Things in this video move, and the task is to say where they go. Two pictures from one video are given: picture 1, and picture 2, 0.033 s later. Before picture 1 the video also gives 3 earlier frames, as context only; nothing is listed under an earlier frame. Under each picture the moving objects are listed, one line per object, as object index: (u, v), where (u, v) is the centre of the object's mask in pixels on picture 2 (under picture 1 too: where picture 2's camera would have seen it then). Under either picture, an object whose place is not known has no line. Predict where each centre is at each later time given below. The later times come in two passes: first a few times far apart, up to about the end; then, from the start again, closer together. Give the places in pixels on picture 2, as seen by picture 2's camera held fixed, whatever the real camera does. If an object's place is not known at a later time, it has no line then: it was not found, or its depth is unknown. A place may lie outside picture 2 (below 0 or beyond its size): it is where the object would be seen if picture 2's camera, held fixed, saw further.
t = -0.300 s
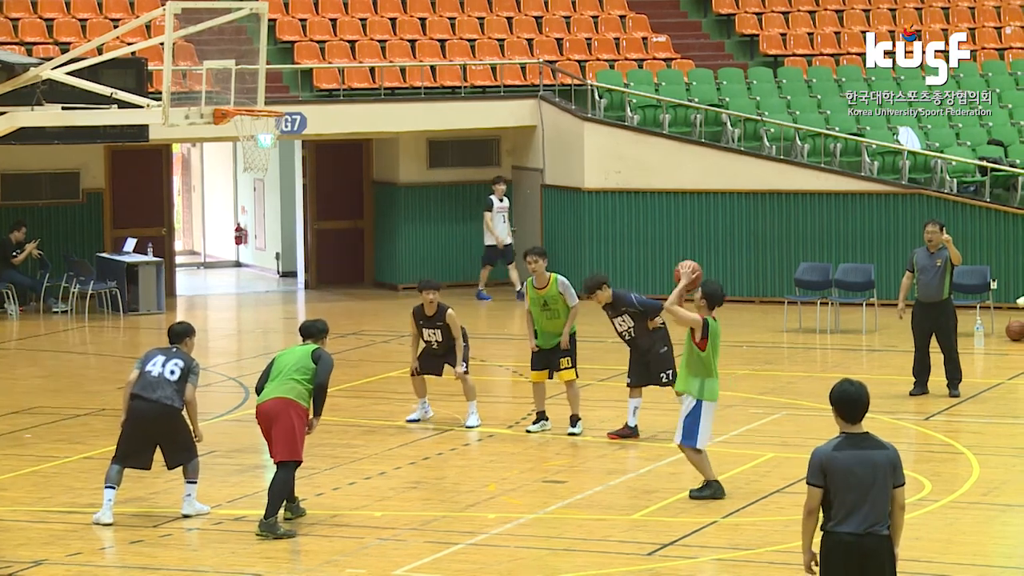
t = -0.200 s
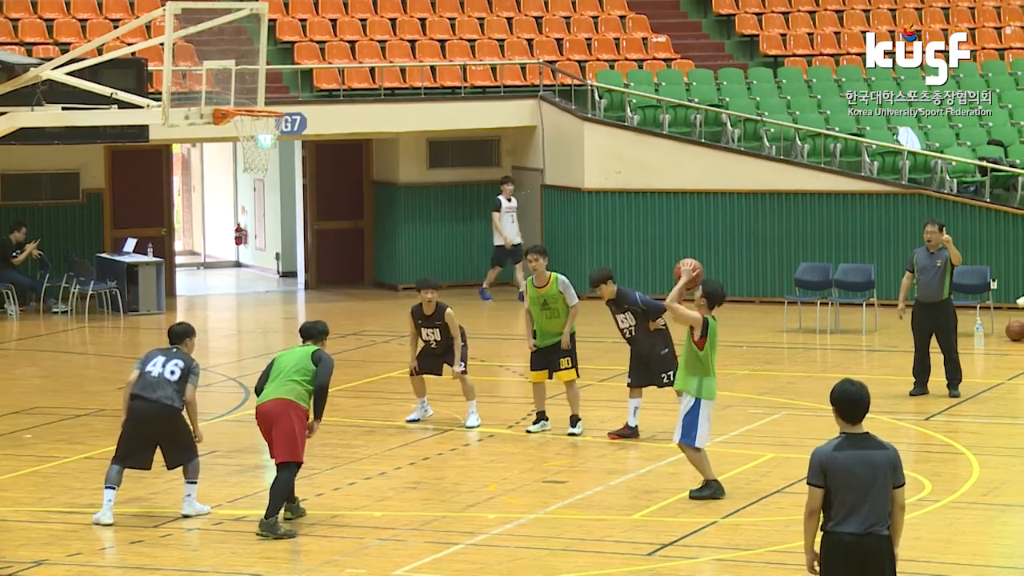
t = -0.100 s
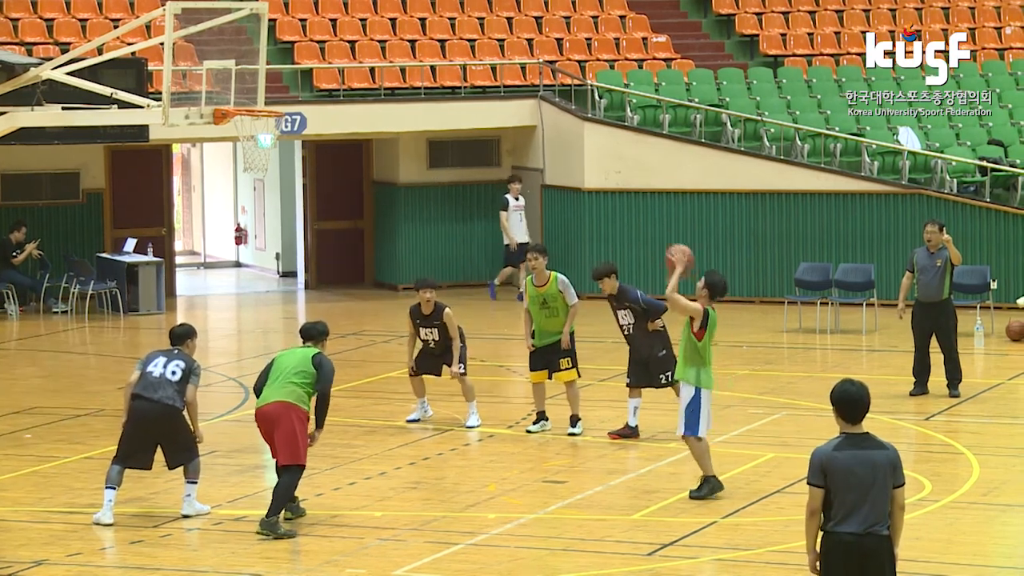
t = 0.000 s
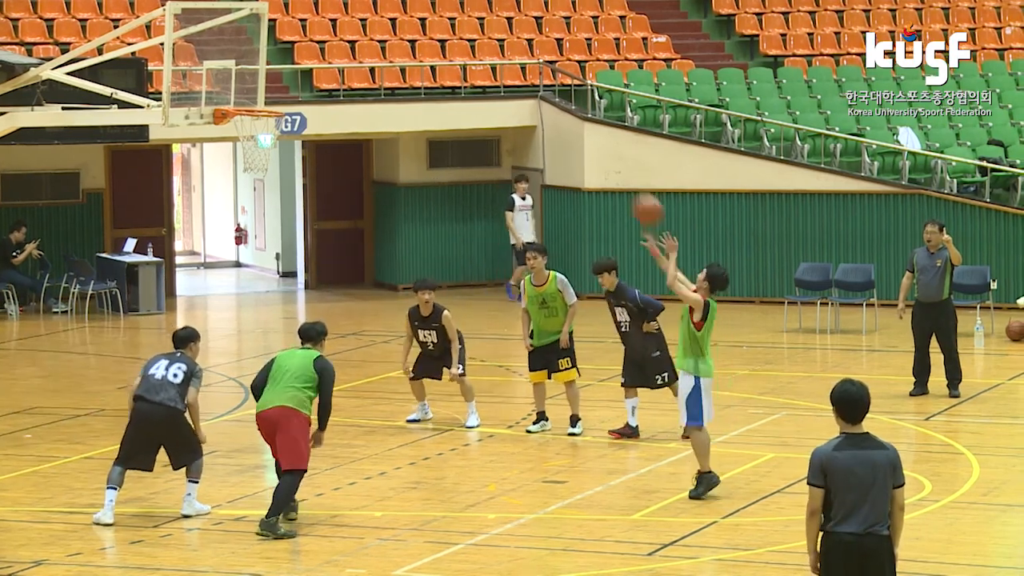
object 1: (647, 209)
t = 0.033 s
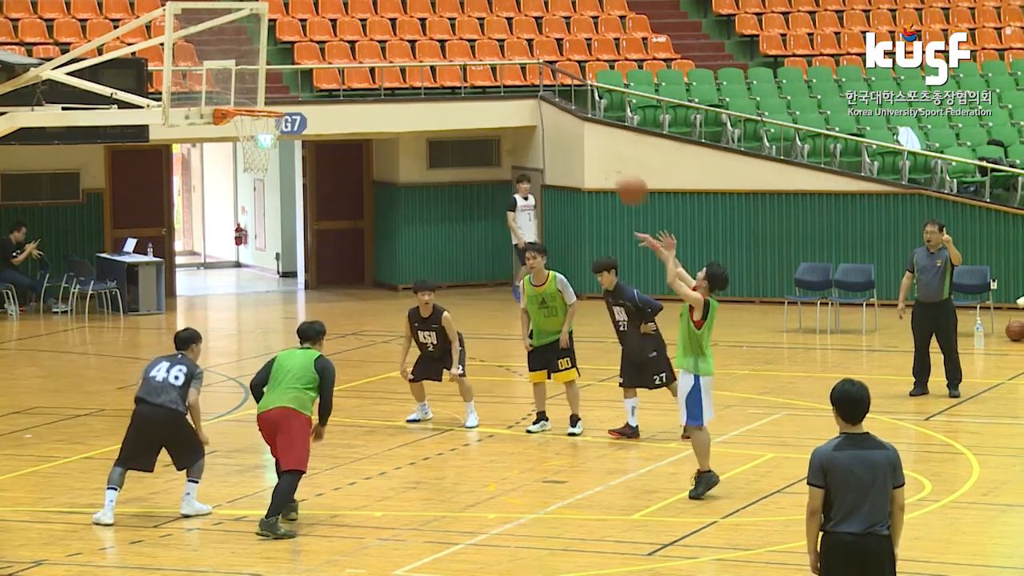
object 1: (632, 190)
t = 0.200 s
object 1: (552, 107)
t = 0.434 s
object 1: (449, 51)
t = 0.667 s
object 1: (355, 54)
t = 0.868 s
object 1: (278, 97)
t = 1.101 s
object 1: (245, 93)
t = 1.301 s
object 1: (271, 104)
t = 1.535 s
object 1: (246, 102)
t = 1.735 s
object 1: (242, 99)
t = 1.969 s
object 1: (265, 104)
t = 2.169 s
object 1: (264, 126)
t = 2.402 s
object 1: (246, 153)
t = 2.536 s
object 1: (238, 184)
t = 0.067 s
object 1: (616, 170)
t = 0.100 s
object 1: (600, 152)
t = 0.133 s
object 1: (584, 137)
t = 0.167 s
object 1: (569, 121)
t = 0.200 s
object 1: (552, 107)
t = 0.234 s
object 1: (538, 96)
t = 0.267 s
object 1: (524, 86)
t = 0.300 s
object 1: (509, 75)
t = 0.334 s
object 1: (494, 68)
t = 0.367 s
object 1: (479, 61)
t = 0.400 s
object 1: (464, 53)
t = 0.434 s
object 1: (449, 51)
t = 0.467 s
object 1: (436, 47)
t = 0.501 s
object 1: (422, 46)
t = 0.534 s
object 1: (408, 45)
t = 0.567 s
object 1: (394, 45)
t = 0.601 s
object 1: (380, 47)
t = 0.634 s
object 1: (368, 51)
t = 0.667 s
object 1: (355, 54)
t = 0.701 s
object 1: (341, 62)
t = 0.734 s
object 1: (327, 66)
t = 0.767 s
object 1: (312, 78)
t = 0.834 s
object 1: (288, 96)
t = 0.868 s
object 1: (278, 97)
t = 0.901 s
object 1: (271, 94)
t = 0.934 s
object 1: (264, 92)
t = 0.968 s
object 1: (256, 90)
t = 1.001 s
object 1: (249, 90)
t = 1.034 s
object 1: (241, 91)
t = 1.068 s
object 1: (239, 92)
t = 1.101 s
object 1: (245, 93)
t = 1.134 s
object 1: (250, 94)
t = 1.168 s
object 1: (258, 96)
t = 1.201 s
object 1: (263, 100)
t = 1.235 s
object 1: (268, 102)
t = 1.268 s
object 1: (269, 103)
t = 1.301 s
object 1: (271, 104)
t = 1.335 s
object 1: (269, 104)
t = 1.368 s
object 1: (267, 105)
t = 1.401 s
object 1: (264, 105)
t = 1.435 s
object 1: (259, 104)
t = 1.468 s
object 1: (254, 104)
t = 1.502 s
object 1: (249, 102)
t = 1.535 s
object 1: (246, 102)
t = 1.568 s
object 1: (243, 101)
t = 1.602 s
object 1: (242, 100)
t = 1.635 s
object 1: (240, 100)
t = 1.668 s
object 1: (241, 99)
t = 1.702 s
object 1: (242, 99)
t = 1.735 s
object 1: (242, 99)
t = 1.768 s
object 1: (245, 99)
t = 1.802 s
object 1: (247, 100)
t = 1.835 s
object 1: (250, 101)
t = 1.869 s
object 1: (254, 102)
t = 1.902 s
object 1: (258, 102)
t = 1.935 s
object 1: (262, 104)
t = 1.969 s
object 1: (265, 104)
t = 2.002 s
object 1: (268, 105)
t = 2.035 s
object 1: (268, 110)
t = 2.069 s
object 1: (268, 108)
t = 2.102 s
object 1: (268, 117)
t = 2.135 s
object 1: (266, 122)
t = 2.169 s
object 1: (264, 126)
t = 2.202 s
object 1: (262, 130)
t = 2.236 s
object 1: (258, 135)
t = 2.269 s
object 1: (256, 140)
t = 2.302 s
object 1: (253, 145)
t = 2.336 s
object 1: (250, 148)
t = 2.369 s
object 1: (248, 150)
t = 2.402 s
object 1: (246, 153)
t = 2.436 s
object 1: (245, 161)
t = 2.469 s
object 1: (242, 169)
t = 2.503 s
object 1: (240, 175)
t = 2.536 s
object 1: (238, 184)
